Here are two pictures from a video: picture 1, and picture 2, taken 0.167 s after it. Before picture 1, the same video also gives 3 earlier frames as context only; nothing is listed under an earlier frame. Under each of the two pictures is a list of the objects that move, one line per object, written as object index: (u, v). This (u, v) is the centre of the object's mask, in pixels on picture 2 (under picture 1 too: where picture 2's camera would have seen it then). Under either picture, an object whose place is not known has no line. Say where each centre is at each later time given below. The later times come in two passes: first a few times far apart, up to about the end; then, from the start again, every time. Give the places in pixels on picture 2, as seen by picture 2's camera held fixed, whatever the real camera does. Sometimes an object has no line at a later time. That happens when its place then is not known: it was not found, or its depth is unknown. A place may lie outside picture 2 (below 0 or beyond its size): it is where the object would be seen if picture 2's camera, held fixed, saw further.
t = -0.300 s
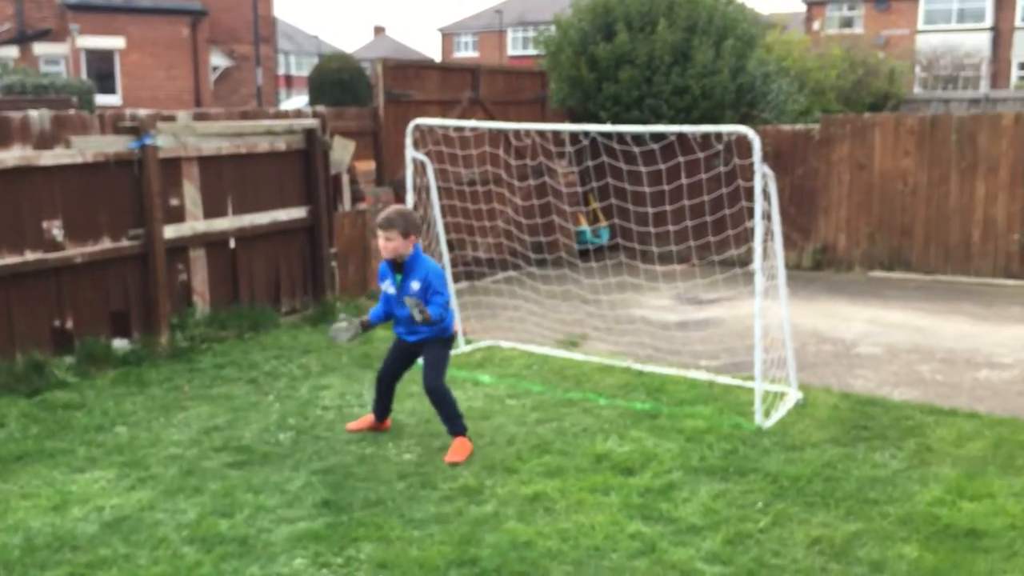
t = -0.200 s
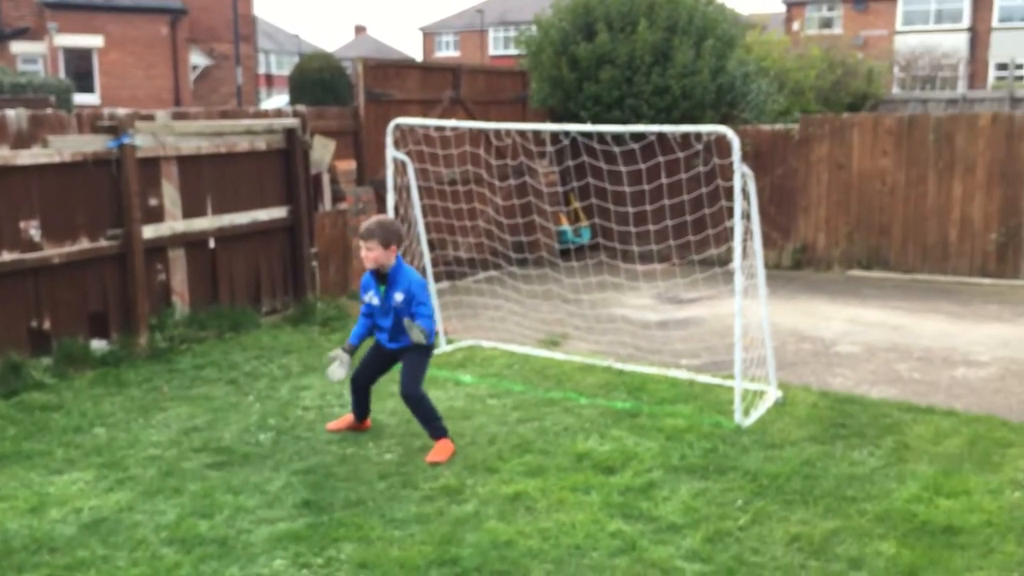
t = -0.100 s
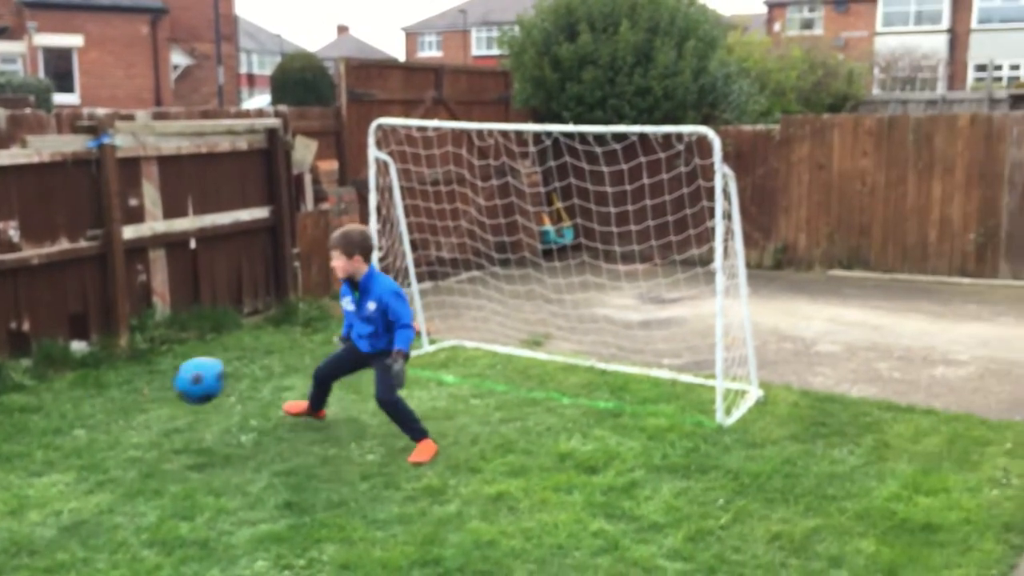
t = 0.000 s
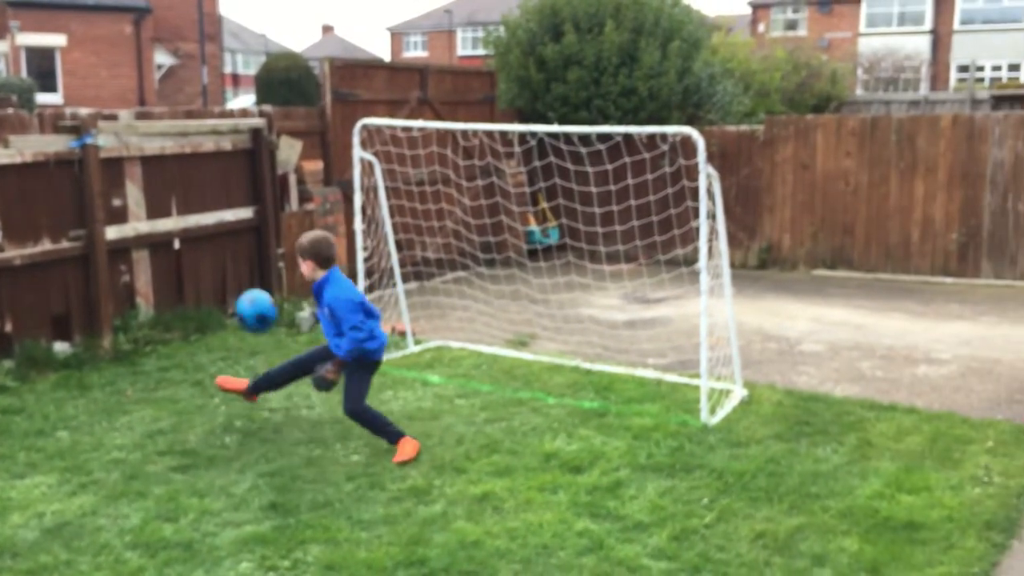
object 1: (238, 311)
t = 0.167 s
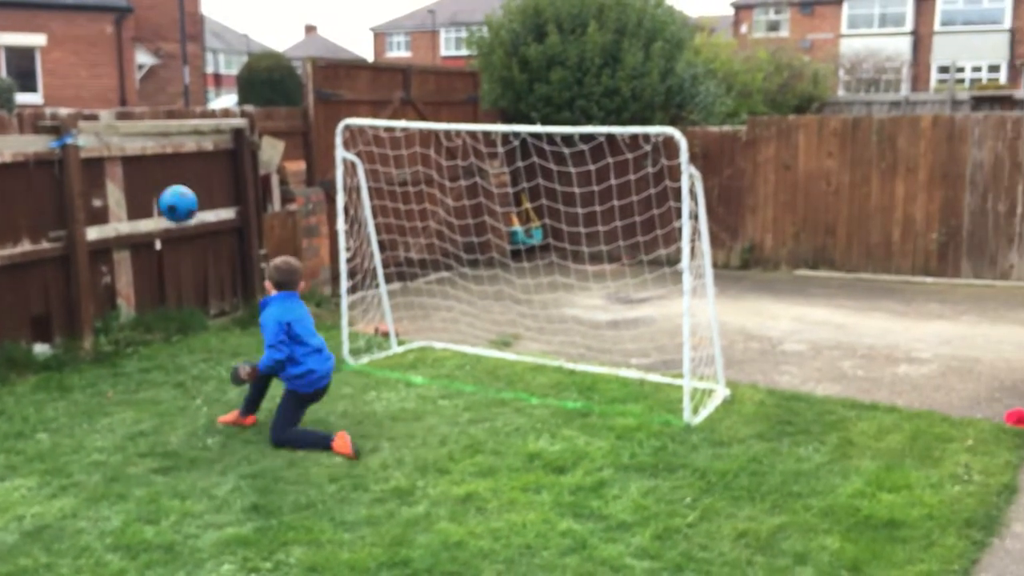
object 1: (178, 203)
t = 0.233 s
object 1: (160, 182)
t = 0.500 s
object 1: (162, 208)
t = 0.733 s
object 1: (212, 341)
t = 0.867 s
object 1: (233, 306)
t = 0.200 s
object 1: (168, 191)
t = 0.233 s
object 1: (160, 182)
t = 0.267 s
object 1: (153, 175)
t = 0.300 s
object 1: (146, 170)
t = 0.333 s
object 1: (140, 167)
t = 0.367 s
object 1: (134, 167)
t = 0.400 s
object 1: (141, 174)
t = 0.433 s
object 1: (148, 184)
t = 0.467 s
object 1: (155, 195)
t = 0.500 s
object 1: (162, 208)
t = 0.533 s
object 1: (168, 223)
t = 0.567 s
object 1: (176, 238)
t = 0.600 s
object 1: (182, 255)
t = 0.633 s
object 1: (190, 274)
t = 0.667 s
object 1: (197, 294)
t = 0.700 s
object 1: (205, 316)
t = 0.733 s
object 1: (212, 341)
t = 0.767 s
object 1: (218, 335)
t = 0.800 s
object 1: (224, 324)
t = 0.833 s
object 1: (228, 314)
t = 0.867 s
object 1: (233, 306)
